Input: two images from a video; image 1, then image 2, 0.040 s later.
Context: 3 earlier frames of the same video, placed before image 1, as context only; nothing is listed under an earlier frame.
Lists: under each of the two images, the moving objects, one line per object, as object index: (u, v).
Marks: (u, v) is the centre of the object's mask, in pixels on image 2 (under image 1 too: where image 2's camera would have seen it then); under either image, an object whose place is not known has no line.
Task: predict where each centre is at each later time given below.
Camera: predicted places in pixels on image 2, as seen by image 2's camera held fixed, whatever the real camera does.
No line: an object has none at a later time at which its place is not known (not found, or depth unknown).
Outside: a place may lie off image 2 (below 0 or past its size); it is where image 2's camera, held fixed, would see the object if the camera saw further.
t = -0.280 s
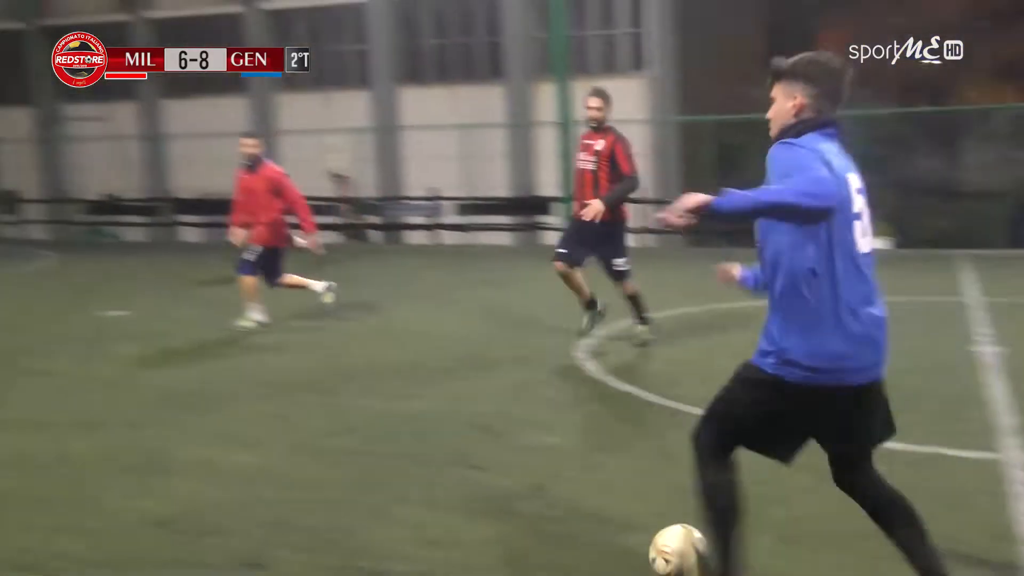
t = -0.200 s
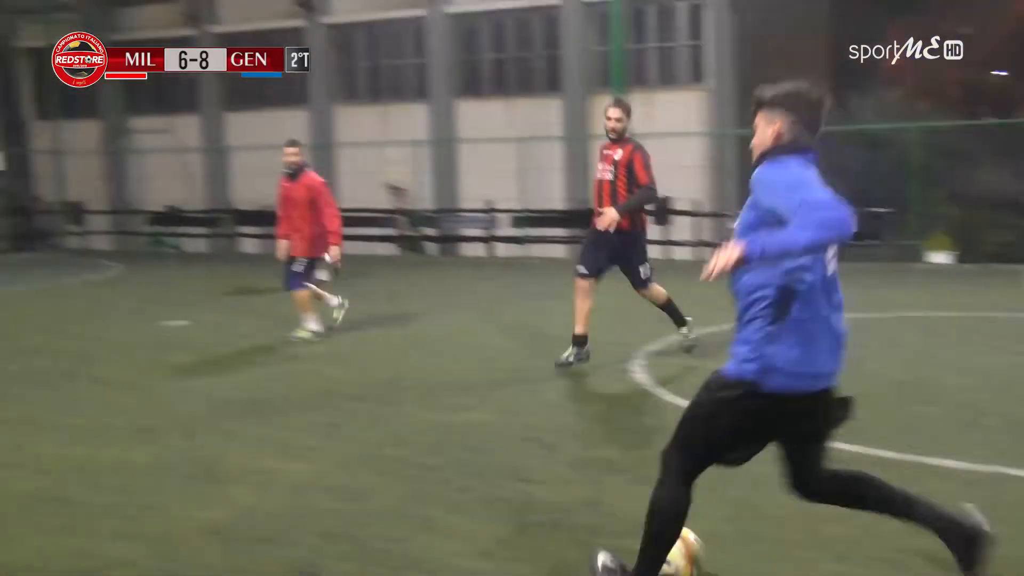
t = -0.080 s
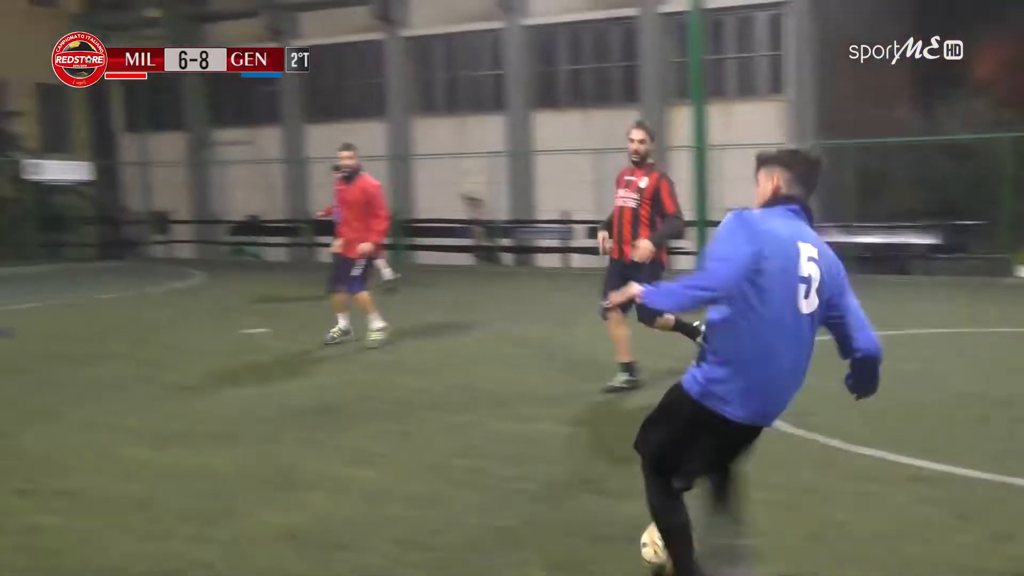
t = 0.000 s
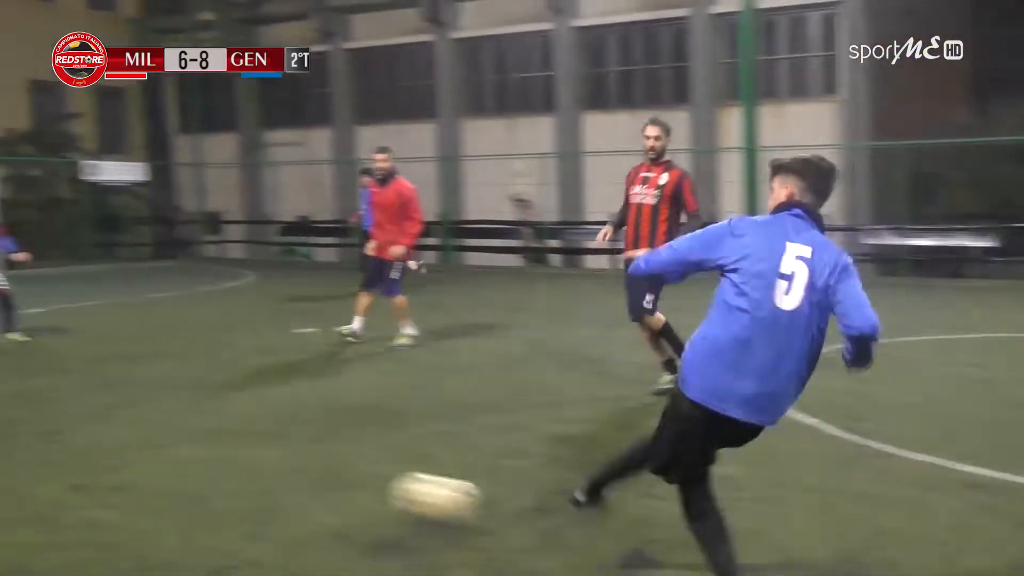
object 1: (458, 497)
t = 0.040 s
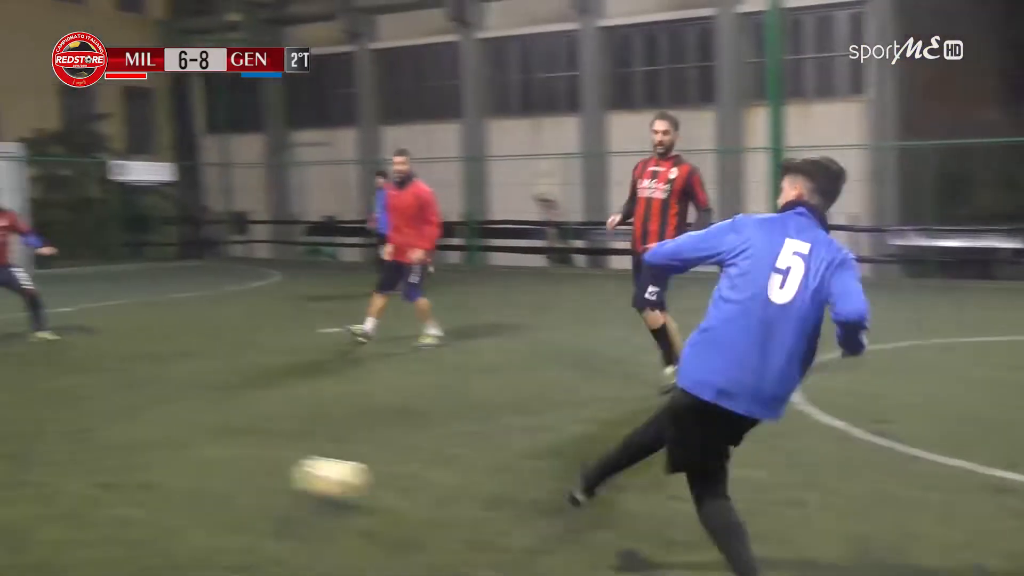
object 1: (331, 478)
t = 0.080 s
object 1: (218, 464)
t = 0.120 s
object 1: (119, 458)
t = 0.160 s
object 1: (37, 441)
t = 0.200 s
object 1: (-33, 428)
